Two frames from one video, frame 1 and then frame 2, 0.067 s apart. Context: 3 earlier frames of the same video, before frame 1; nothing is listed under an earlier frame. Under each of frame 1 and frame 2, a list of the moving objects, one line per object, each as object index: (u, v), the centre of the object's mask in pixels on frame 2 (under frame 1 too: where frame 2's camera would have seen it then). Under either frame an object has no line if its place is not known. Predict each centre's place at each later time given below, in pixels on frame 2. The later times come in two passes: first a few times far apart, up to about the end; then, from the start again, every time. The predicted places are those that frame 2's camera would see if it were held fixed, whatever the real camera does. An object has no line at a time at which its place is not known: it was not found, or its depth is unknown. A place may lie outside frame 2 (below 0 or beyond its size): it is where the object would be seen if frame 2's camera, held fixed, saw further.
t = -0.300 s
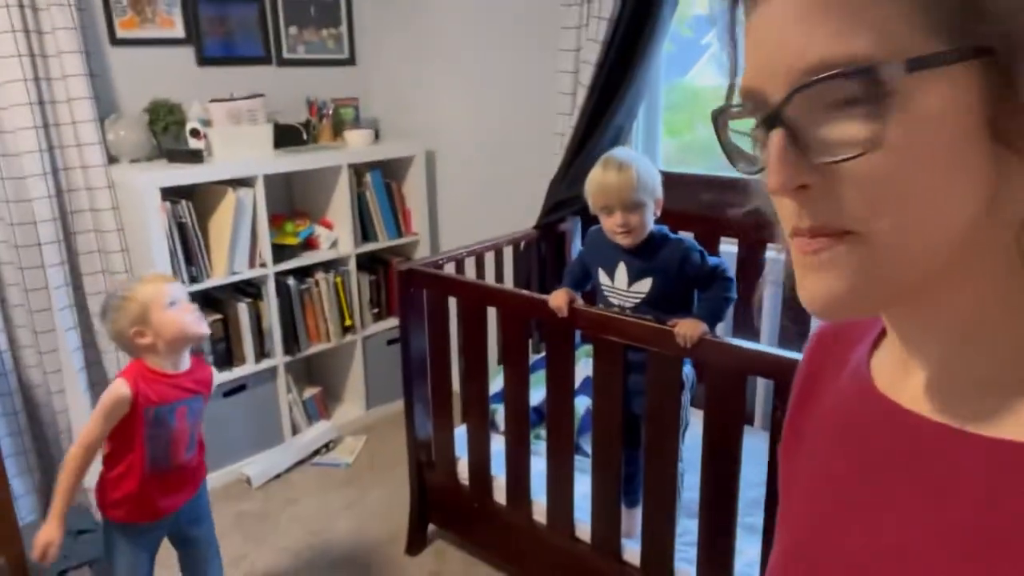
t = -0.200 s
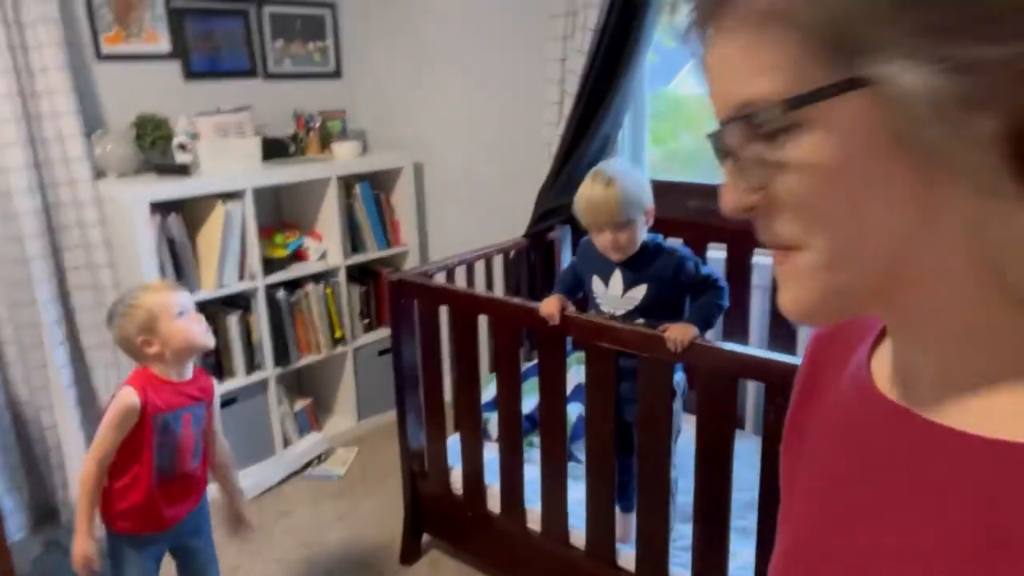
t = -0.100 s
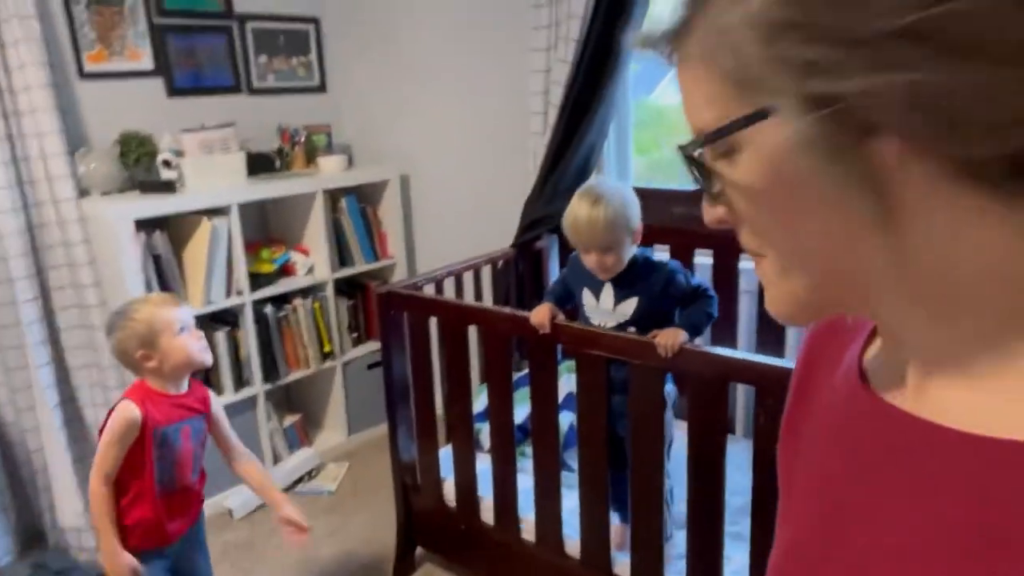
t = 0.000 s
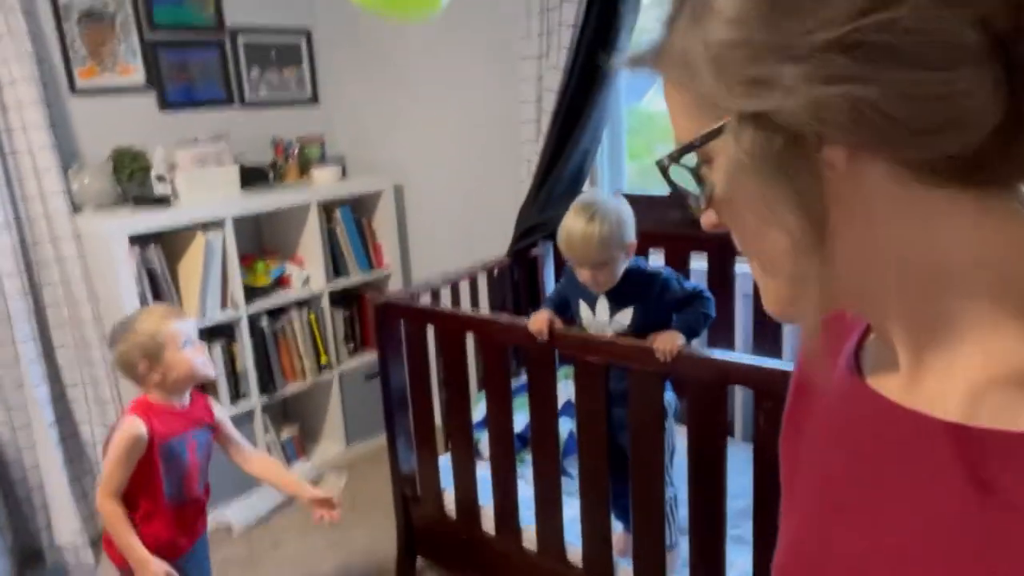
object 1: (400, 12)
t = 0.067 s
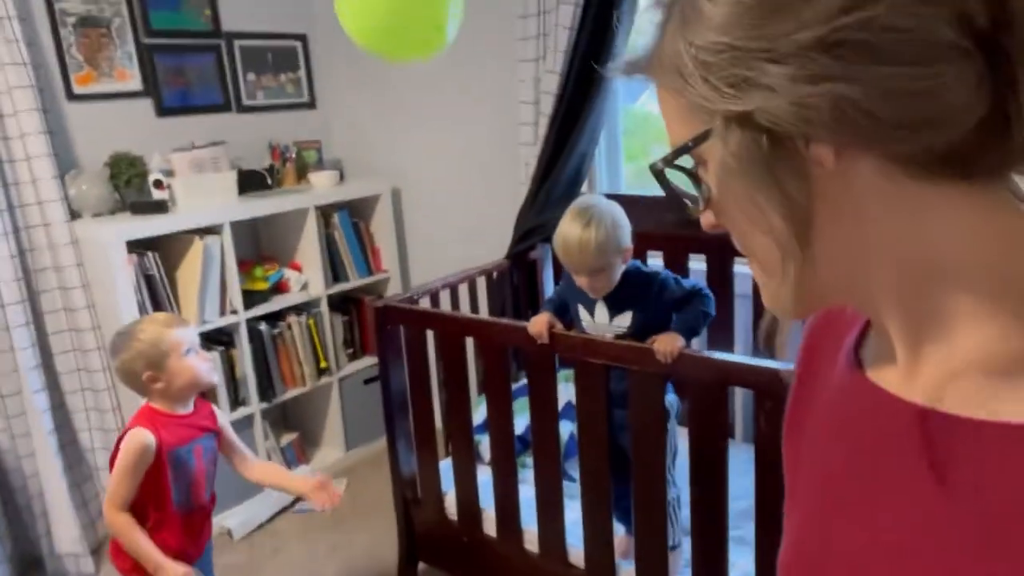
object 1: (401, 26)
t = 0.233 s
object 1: (412, 91)
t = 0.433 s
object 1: (431, 188)
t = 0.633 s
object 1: (454, 260)
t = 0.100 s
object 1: (403, 35)
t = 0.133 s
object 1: (404, 44)
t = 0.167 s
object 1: (407, 56)
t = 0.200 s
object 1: (410, 73)
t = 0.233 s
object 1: (412, 91)
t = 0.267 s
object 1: (415, 109)
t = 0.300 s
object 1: (417, 126)
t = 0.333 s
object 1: (421, 143)
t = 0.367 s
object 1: (424, 159)
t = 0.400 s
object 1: (427, 174)
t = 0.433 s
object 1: (431, 188)
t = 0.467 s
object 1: (434, 202)
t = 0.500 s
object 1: (438, 216)
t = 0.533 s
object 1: (442, 228)
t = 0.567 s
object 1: (446, 239)
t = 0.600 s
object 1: (450, 250)
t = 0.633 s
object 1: (454, 260)
